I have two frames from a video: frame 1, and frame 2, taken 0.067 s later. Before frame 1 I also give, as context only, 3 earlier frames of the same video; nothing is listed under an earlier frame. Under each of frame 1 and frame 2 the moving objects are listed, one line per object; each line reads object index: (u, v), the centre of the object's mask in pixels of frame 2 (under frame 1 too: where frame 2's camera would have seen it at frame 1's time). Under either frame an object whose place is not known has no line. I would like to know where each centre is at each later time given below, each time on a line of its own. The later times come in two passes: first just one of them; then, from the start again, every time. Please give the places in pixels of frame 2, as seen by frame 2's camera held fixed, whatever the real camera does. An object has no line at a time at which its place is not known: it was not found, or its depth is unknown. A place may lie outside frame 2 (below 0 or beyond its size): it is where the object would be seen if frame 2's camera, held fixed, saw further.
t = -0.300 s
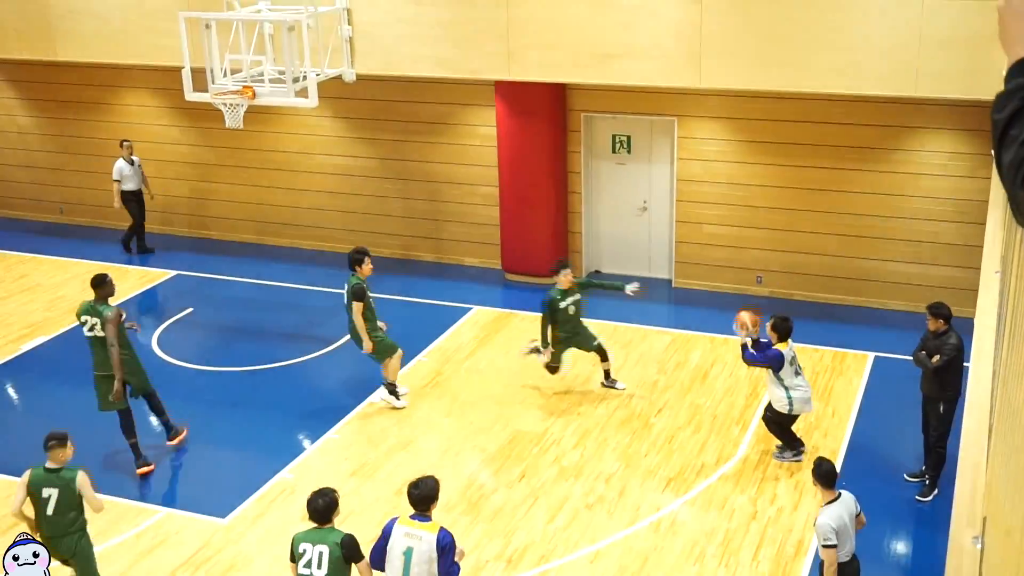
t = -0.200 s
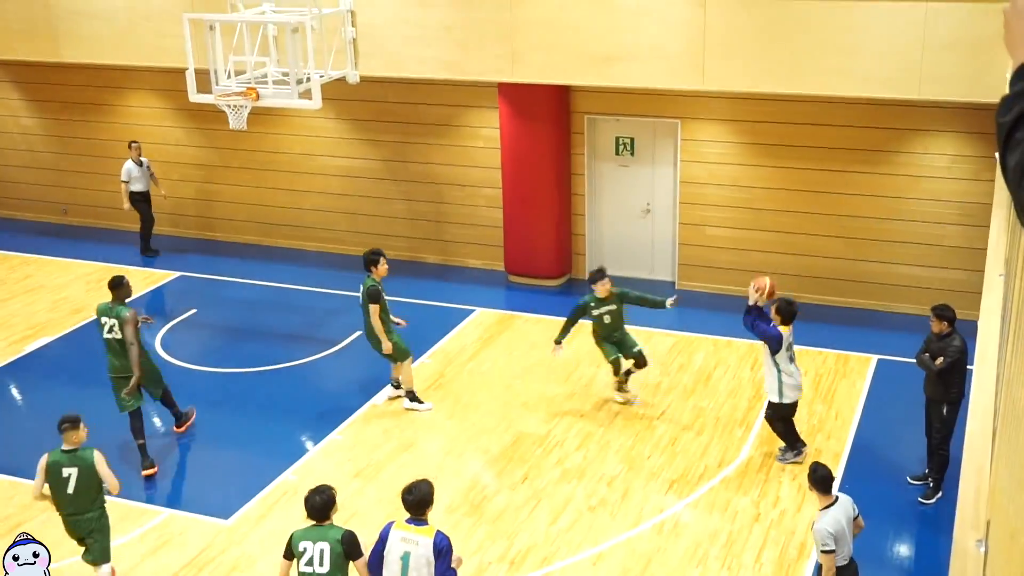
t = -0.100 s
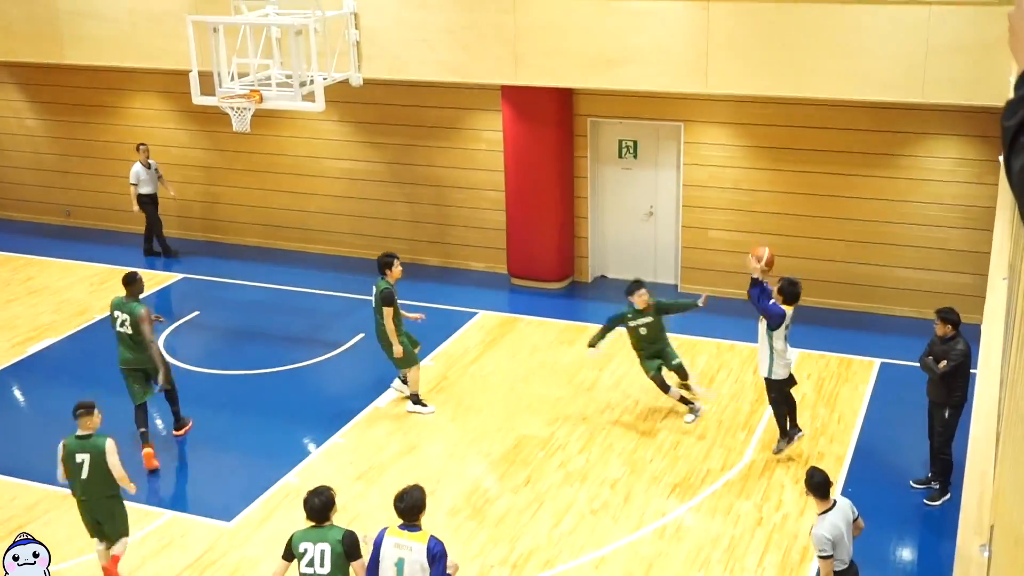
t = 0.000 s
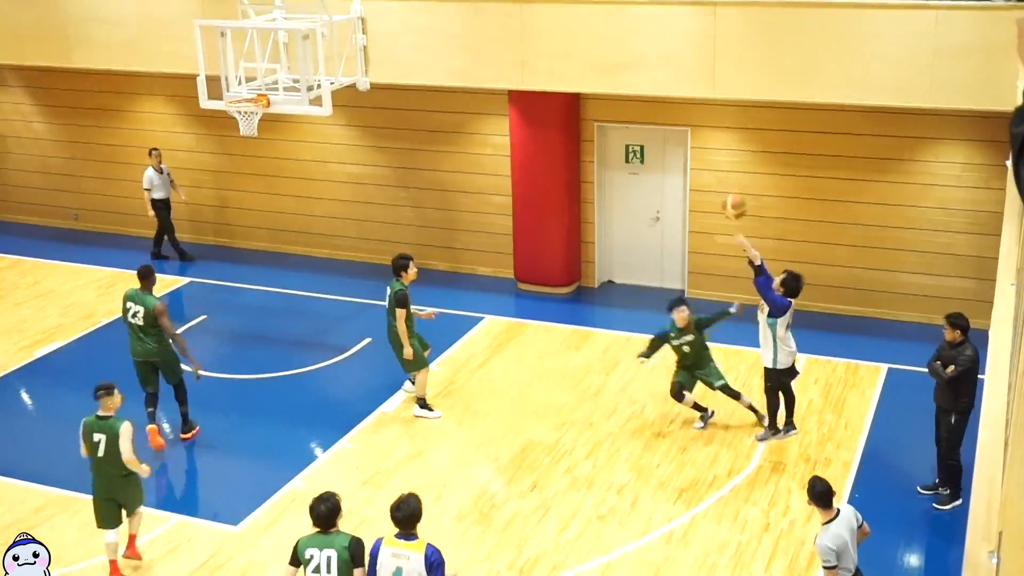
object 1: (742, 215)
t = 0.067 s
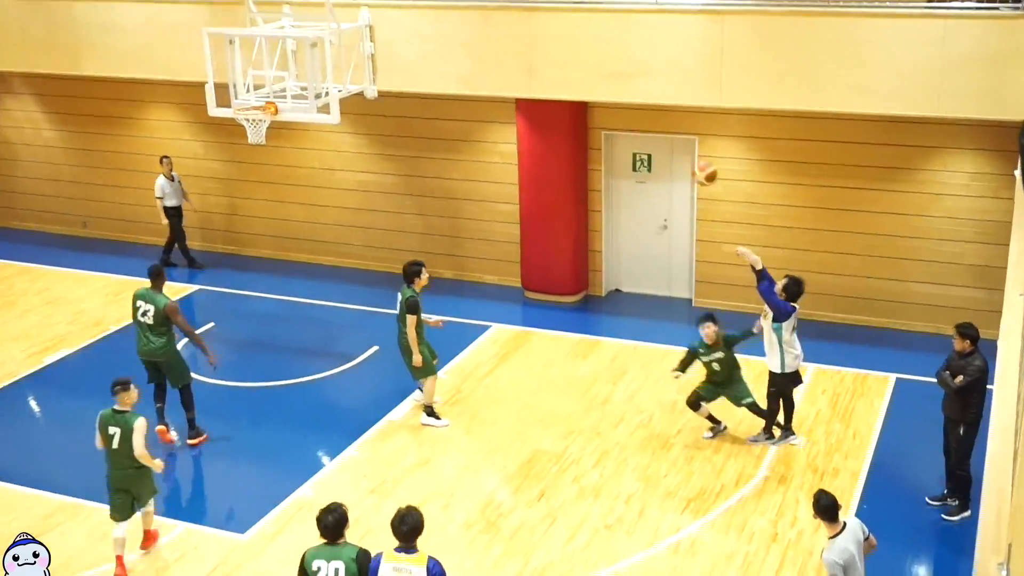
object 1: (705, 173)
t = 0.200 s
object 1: (633, 102)
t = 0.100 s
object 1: (687, 153)
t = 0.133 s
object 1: (668, 135)
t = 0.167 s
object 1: (652, 118)
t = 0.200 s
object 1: (633, 102)
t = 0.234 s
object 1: (615, 89)
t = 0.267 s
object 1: (598, 76)
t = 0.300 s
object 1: (581, 63)
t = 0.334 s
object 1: (564, 53)
